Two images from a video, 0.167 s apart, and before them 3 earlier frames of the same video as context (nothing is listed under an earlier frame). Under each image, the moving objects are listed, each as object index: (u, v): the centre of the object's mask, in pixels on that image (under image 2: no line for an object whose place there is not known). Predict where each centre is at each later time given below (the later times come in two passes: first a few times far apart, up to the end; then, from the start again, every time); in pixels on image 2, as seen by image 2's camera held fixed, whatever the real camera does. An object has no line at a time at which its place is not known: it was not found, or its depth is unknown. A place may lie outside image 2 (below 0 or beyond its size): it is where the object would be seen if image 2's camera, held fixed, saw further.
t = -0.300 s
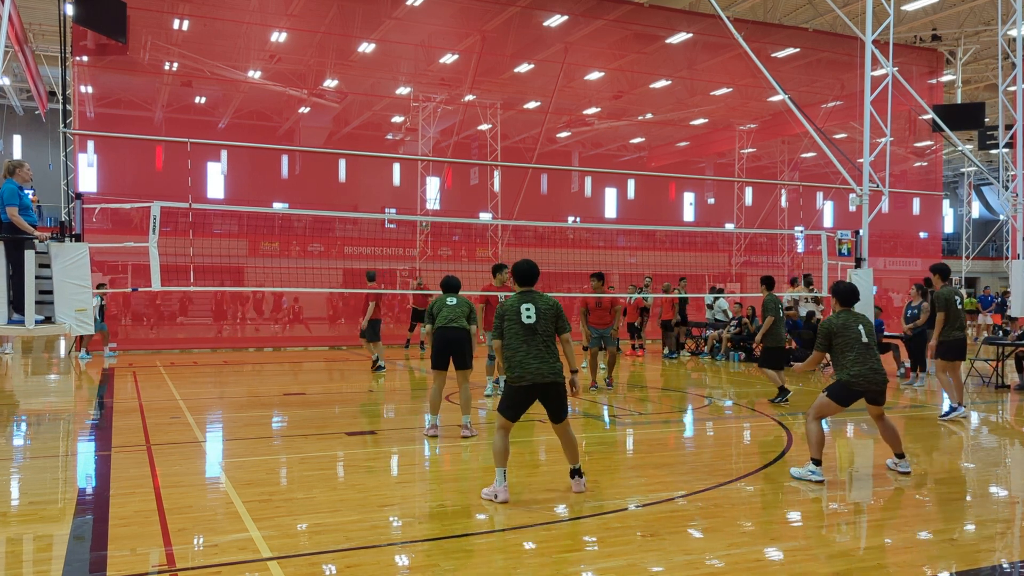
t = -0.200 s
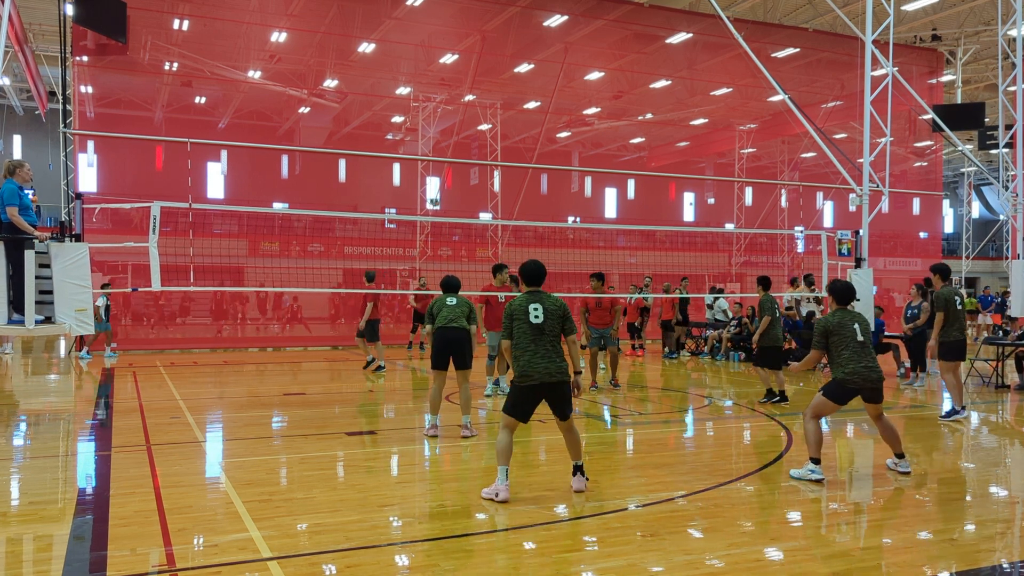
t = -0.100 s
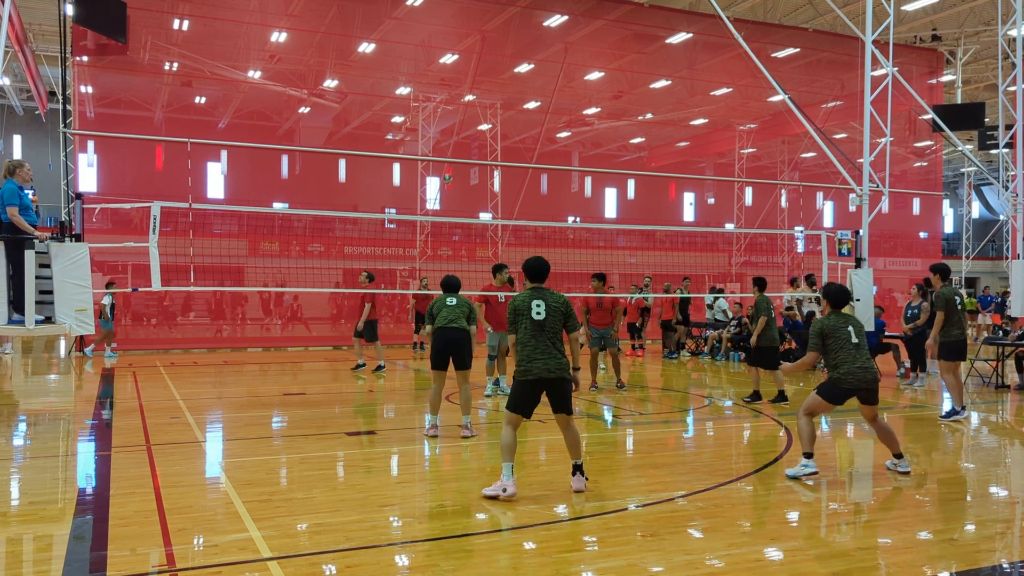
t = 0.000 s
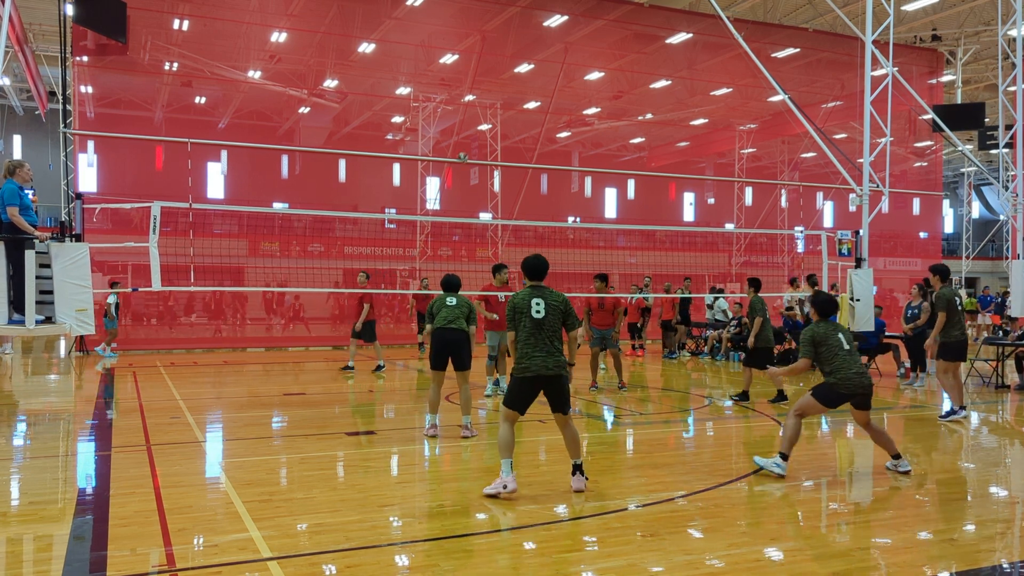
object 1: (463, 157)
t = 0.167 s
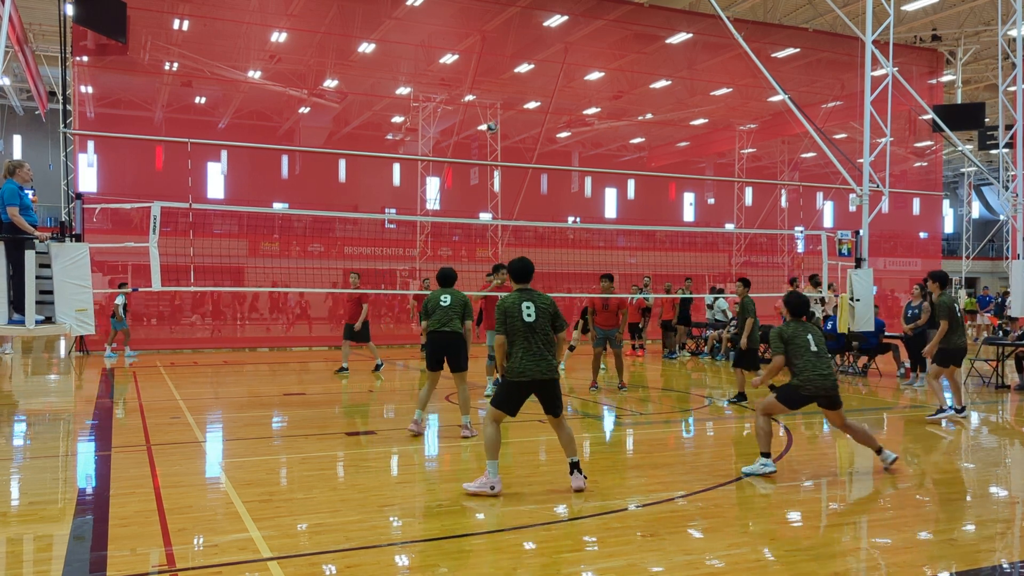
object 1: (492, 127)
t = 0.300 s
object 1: (521, 112)
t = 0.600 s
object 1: (609, 110)
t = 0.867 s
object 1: (716, 189)
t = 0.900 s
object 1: (732, 206)
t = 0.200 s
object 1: (499, 123)
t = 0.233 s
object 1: (506, 118)
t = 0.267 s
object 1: (514, 115)
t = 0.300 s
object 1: (521, 112)
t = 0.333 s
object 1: (530, 109)
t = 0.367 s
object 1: (538, 107)
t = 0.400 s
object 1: (547, 104)
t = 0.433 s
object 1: (556, 104)
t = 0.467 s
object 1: (566, 104)
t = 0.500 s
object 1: (576, 104)
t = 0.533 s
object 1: (587, 105)
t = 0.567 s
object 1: (598, 107)
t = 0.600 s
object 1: (609, 110)
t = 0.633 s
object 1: (620, 115)
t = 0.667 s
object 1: (632, 121)
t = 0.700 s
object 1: (643, 127)
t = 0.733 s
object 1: (657, 137)
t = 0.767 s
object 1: (670, 147)
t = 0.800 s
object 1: (684, 160)
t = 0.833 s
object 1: (700, 172)
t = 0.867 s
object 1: (716, 189)
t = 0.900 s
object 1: (732, 206)
